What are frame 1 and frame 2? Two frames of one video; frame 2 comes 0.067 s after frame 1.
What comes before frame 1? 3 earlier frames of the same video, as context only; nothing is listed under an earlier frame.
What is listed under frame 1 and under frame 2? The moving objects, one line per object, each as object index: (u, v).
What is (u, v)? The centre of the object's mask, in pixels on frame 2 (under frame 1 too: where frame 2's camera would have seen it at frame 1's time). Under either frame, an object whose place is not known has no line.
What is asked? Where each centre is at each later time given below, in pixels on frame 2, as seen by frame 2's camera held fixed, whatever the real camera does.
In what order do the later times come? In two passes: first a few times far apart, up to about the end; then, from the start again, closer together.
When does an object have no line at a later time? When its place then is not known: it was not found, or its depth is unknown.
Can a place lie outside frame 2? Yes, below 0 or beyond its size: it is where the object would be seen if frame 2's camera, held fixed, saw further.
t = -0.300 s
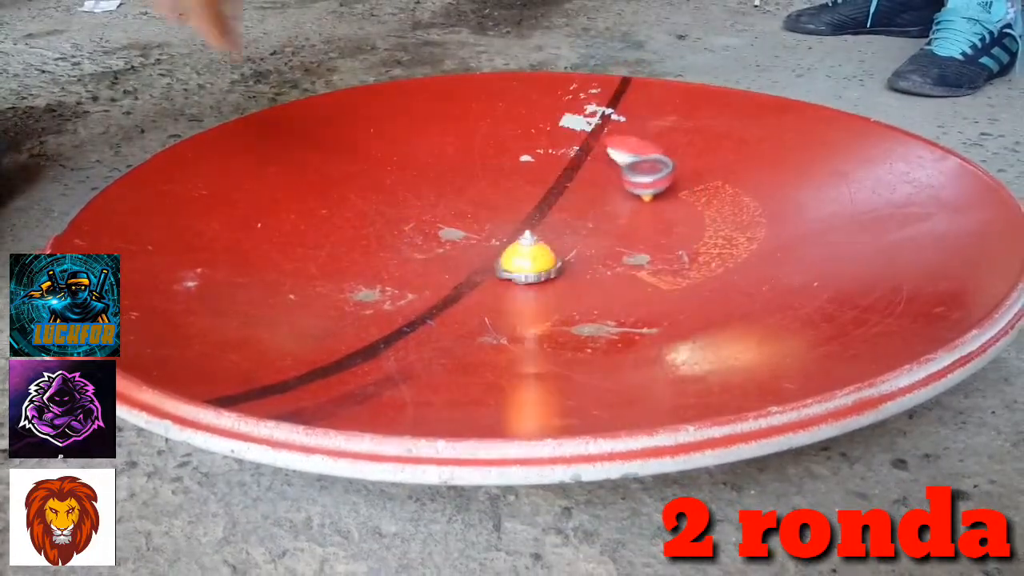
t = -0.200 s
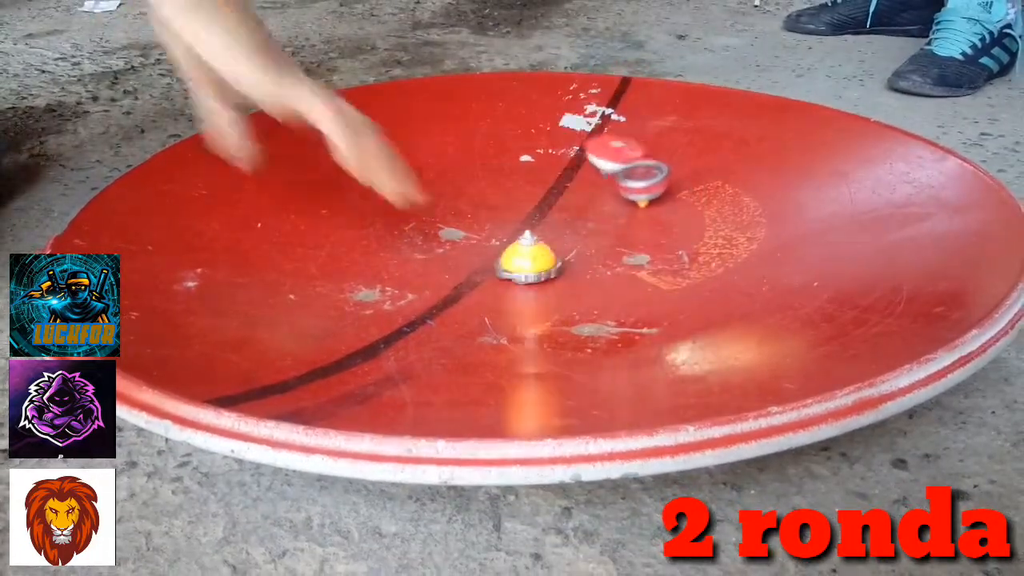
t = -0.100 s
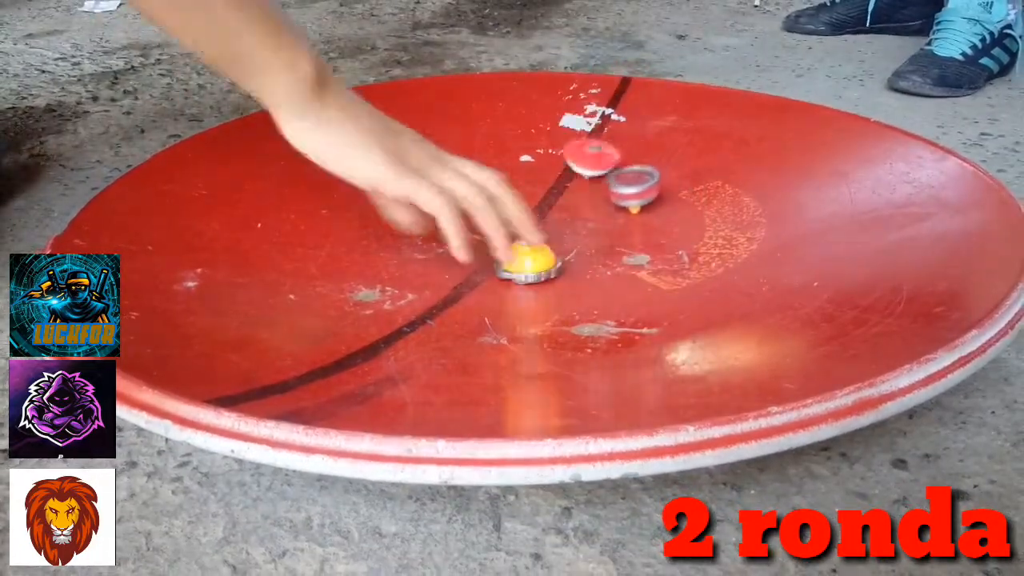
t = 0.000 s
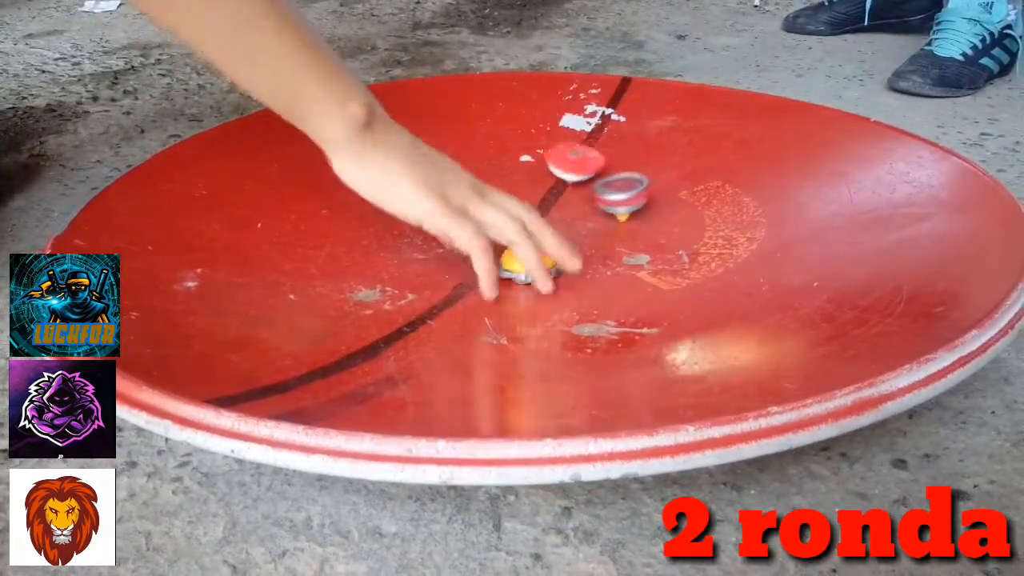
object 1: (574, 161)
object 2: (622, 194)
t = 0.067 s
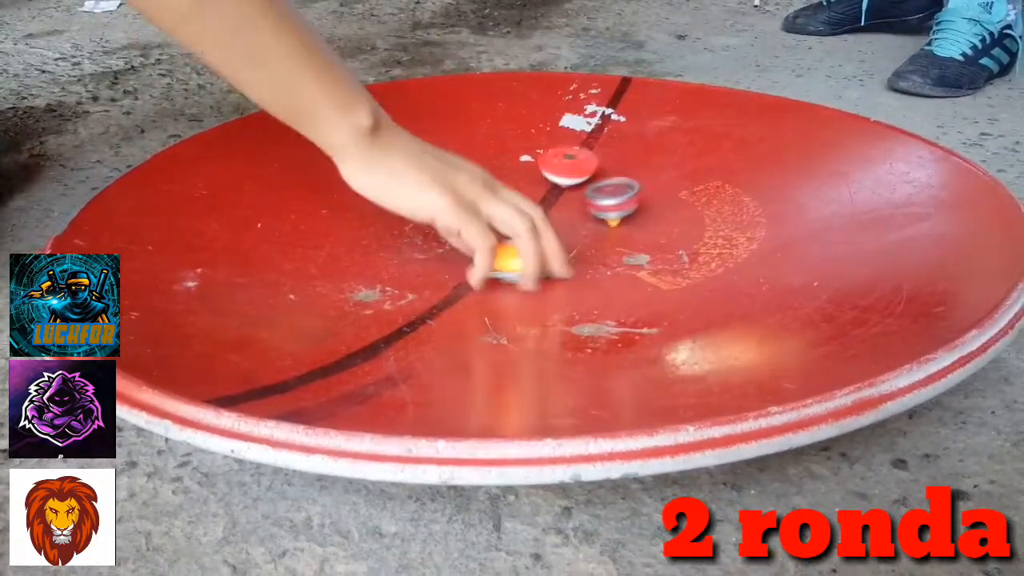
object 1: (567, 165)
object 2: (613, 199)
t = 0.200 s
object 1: (555, 169)
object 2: (598, 210)
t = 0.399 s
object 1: (548, 173)
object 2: (574, 228)
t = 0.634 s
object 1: (559, 181)
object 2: (535, 241)
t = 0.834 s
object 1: (558, 190)
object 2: (504, 243)
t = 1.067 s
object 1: (546, 201)
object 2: (472, 238)
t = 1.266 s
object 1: (529, 204)
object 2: (460, 232)
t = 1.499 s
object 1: (519, 205)
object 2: (465, 221)
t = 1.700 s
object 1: (541, 202)
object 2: (435, 226)
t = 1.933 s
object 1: (548, 200)
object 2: (427, 230)
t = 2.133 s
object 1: (557, 204)
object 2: (446, 230)
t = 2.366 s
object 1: (557, 210)
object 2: (485, 222)
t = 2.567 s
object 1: (621, 209)
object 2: (421, 213)
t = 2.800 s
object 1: (620, 210)
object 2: (372, 205)
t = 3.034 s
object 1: (608, 201)
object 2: (364, 204)
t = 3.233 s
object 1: (592, 199)
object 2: (411, 204)
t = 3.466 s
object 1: (592, 202)
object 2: (478, 204)
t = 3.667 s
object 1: (598, 206)
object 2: (539, 206)
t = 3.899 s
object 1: (628, 208)
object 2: (568, 214)
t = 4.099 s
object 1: (622, 206)
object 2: (558, 222)
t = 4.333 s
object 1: (618, 206)
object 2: (542, 228)
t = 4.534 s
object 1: (616, 206)
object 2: (526, 228)
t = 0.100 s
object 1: (565, 166)
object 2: (609, 202)
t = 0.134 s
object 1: (563, 167)
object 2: (605, 204)
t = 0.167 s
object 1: (559, 167)
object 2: (602, 207)
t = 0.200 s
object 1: (555, 169)
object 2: (598, 210)
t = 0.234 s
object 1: (553, 171)
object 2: (595, 213)
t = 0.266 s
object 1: (552, 172)
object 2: (591, 216)
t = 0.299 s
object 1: (551, 173)
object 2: (588, 219)
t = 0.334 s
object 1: (550, 173)
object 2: (583, 222)
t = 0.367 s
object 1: (549, 173)
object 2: (578, 225)
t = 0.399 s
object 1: (548, 173)
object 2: (574, 228)
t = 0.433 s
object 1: (548, 174)
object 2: (569, 231)
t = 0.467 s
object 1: (549, 174)
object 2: (564, 233)
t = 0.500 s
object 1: (551, 174)
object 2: (558, 235)
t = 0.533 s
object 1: (552, 174)
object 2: (553, 237)
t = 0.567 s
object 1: (554, 177)
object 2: (547, 238)
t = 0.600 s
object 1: (556, 180)
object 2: (541, 240)
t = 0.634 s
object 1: (559, 181)
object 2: (535, 241)
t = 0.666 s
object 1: (560, 181)
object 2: (529, 241)
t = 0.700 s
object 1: (559, 183)
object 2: (523, 242)
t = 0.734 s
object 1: (559, 186)
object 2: (518, 243)
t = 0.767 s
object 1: (560, 187)
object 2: (513, 243)
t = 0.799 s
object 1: (560, 188)
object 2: (508, 243)
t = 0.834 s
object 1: (558, 190)
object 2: (504, 243)
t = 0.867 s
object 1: (556, 193)
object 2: (500, 242)
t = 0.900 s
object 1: (556, 194)
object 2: (495, 242)
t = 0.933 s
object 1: (555, 196)
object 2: (490, 241)
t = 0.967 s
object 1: (550, 197)
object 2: (484, 241)
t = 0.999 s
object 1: (548, 200)
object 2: (480, 240)
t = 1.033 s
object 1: (548, 201)
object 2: (476, 239)
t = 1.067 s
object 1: (546, 201)
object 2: (472, 238)
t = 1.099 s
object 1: (542, 203)
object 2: (469, 238)
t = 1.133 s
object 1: (540, 204)
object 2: (466, 236)
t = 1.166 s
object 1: (538, 204)
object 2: (464, 235)
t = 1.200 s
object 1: (532, 204)
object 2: (461, 234)
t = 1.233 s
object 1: (530, 205)
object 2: (460, 232)
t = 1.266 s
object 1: (529, 204)
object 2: (460, 232)
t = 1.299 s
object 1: (524, 205)
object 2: (461, 231)
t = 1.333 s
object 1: (524, 205)
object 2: (462, 230)
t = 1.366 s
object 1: (524, 204)
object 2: (462, 229)
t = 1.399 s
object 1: (520, 205)
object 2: (464, 227)
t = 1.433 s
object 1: (521, 205)
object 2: (465, 225)
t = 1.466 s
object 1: (521, 204)
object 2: (465, 223)
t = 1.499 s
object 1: (519, 205)
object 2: (465, 221)
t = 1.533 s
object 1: (522, 204)
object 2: (466, 220)
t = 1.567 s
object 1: (527, 203)
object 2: (458, 220)
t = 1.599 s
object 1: (532, 202)
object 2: (451, 221)
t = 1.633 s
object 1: (539, 201)
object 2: (445, 223)
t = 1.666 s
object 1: (539, 201)
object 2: (441, 225)
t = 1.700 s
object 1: (541, 202)
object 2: (435, 226)
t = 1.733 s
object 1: (541, 200)
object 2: (431, 227)
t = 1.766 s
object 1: (541, 201)
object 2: (428, 228)
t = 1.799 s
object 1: (542, 200)
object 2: (427, 229)
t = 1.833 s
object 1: (540, 200)
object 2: (426, 230)
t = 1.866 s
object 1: (545, 200)
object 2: (426, 230)
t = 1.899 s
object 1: (545, 199)
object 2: (427, 230)
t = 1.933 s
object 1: (548, 200)
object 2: (427, 230)
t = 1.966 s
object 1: (552, 200)
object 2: (426, 230)
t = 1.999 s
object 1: (552, 201)
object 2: (429, 230)
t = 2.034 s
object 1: (556, 201)
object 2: (432, 231)
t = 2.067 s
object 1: (555, 203)
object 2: (437, 231)
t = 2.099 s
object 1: (559, 203)
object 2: (441, 230)
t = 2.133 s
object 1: (557, 204)
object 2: (446, 230)
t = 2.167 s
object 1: (559, 205)
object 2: (451, 229)
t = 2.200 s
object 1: (559, 205)
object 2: (456, 229)
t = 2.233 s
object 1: (559, 207)
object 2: (462, 227)
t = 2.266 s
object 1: (559, 206)
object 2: (469, 226)
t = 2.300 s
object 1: (559, 208)
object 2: (475, 225)
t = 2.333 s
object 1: (558, 208)
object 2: (479, 223)
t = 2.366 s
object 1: (557, 210)
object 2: (485, 222)
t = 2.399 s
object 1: (557, 210)
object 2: (491, 221)
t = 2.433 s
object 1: (563, 209)
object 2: (487, 219)
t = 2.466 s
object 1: (584, 211)
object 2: (467, 217)
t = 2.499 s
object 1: (601, 209)
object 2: (451, 216)
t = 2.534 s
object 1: (616, 211)
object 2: (434, 214)
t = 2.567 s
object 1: (621, 209)
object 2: (421, 213)
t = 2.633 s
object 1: (629, 208)
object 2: (412, 212)
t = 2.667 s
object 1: (625, 210)
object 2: (402, 210)
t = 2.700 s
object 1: (619, 211)
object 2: (393, 209)
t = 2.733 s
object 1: (620, 212)
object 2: (385, 208)
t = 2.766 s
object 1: (620, 212)
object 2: (378, 207)
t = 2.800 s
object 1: (620, 210)
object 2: (372, 205)
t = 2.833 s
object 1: (621, 210)
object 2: (367, 204)
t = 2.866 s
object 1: (622, 209)
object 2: (363, 203)
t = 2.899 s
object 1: (617, 209)
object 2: (359, 203)
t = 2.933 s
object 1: (615, 206)
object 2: (358, 203)
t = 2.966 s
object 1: (615, 203)
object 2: (358, 203)
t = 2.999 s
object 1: (611, 201)
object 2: (360, 203)
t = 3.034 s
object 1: (608, 201)
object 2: (364, 204)
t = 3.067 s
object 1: (604, 200)
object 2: (370, 205)
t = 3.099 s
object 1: (601, 197)
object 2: (377, 205)
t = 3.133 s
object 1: (605, 194)
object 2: (385, 205)
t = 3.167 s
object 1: (602, 194)
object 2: (393, 205)
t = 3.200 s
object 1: (598, 196)
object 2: (402, 205)
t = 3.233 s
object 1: (592, 199)
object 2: (411, 204)
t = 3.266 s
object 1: (587, 199)
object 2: (421, 204)
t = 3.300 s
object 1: (587, 198)
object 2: (430, 203)
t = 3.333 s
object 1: (590, 199)
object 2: (440, 203)
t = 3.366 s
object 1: (591, 199)
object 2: (450, 203)
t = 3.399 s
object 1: (591, 199)
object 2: (458, 203)
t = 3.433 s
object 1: (592, 200)
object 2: (467, 203)
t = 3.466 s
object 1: (592, 202)
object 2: (478, 204)
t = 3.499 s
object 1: (593, 204)
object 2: (488, 205)
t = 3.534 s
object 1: (595, 205)
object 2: (499, 206)
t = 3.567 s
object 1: (597, 205)
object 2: (509, 206)
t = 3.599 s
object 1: (597, 205)
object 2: (519, 206)
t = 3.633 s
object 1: (597, 205)
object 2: (529, 206)
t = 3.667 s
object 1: (598, 206)
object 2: (539, 206)
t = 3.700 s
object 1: (600, 204)
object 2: (546, 207)
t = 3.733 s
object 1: (610, 203)
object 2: (549, 207)
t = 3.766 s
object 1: (619, 206)
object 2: (553, 208)
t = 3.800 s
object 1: (621, 209)
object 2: (560, 210)
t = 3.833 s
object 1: (622, 210)
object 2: (564, 211)
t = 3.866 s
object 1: (622, 210)
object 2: (569, 212)
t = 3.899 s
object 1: (628, 208)
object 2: (568, 214)
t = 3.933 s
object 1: (630, 208)
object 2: (566, 215)
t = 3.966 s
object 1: (629, 210)
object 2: (564, 217)
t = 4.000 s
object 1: (628, 209)
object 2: (562, 218)
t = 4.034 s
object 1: (627, 208)
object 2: (561, 220)
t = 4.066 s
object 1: (625, 207)
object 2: (559, 221)
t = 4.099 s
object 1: (622, 206)
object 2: (558, 222)
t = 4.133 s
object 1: (619, 206)
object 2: (556, 223)
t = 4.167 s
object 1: (616, 206)
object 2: (554, 224)
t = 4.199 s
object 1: (613, 206)
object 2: (552, 225)
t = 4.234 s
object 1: (613, 207)
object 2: (550, 226)
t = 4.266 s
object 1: (614, 206)
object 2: (547, 227)
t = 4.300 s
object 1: (616, 206)
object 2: (545, 227)
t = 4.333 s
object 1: (618, 206)
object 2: (542, 228)
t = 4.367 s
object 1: (620, 206)
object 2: (540, 228)
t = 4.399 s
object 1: (621, 206)
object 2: (538, 228)
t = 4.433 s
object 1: (621, 206)
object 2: (534, 228)
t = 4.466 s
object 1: (620, 206)
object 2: (532, 228)
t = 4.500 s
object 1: (618, 206)
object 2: (529, 228)
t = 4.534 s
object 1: (616, 206)
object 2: (526, 228)
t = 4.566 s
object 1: (614, 206)
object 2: (523, 227)
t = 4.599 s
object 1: (614, 206)
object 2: (521, 227)
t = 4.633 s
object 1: (615, 206)
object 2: (518, 226)
